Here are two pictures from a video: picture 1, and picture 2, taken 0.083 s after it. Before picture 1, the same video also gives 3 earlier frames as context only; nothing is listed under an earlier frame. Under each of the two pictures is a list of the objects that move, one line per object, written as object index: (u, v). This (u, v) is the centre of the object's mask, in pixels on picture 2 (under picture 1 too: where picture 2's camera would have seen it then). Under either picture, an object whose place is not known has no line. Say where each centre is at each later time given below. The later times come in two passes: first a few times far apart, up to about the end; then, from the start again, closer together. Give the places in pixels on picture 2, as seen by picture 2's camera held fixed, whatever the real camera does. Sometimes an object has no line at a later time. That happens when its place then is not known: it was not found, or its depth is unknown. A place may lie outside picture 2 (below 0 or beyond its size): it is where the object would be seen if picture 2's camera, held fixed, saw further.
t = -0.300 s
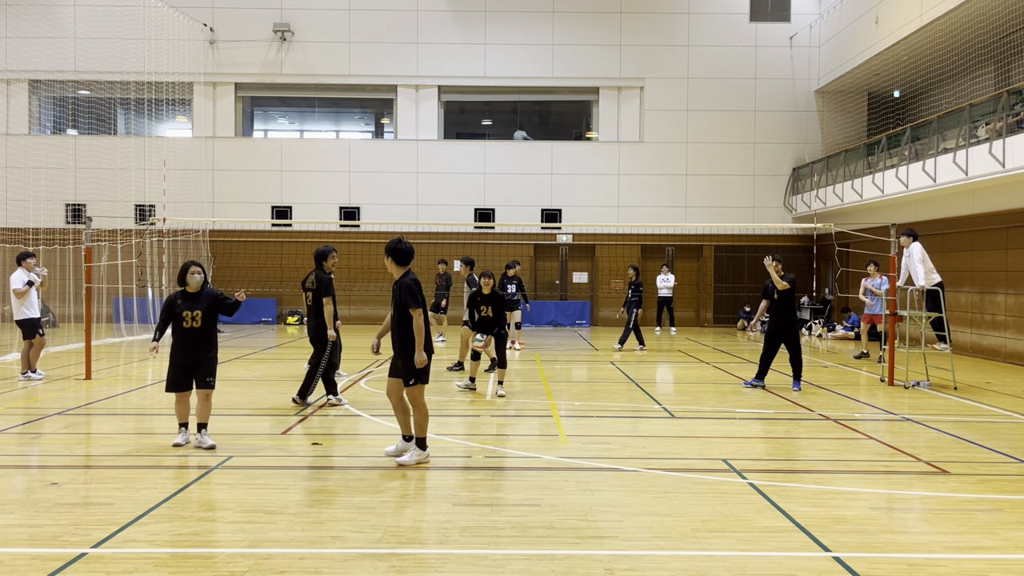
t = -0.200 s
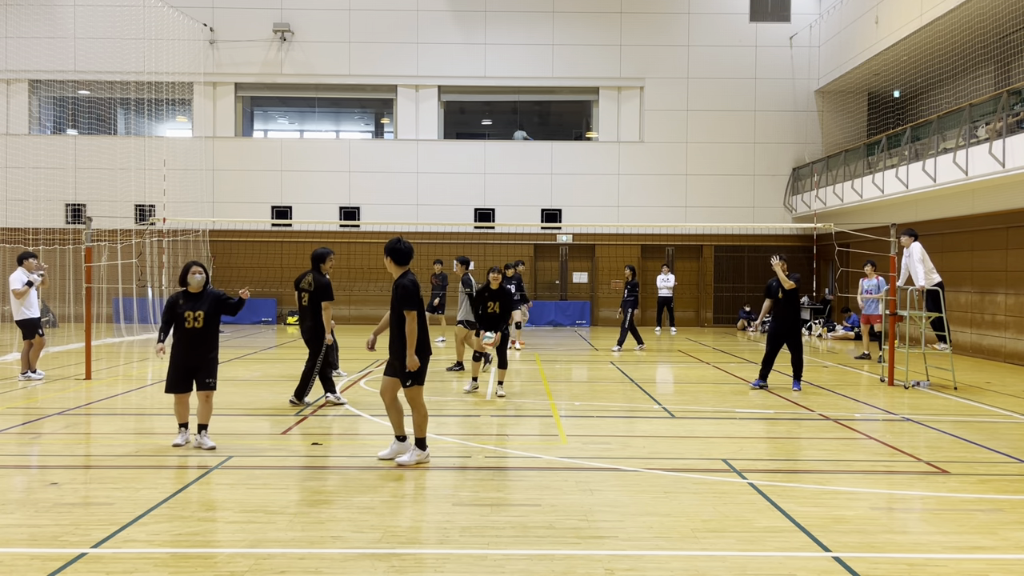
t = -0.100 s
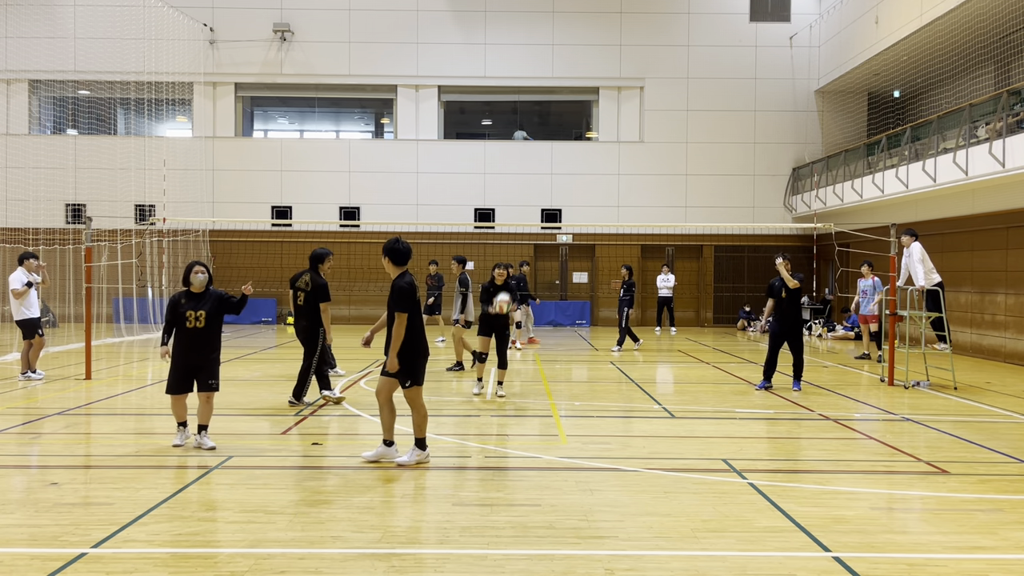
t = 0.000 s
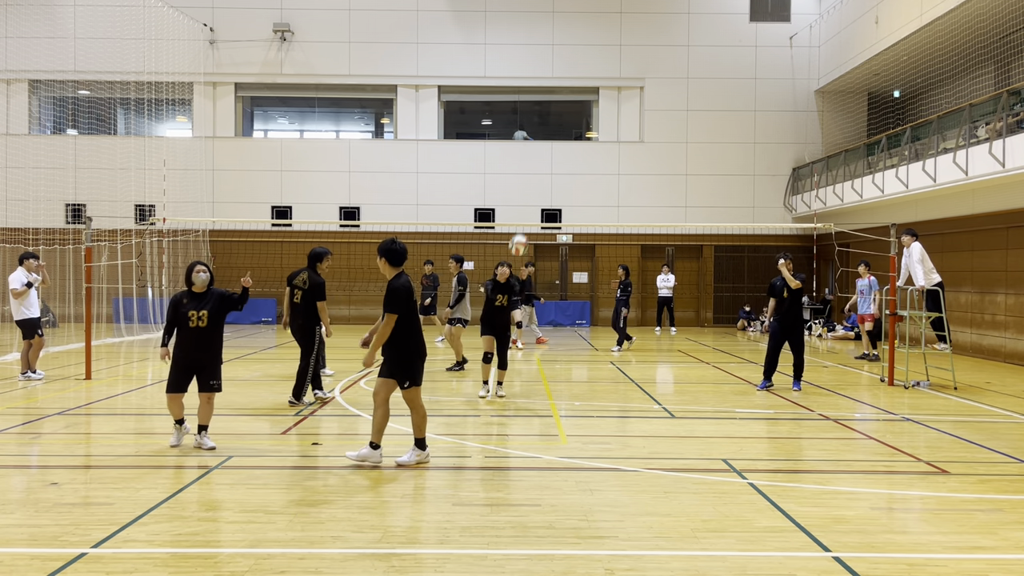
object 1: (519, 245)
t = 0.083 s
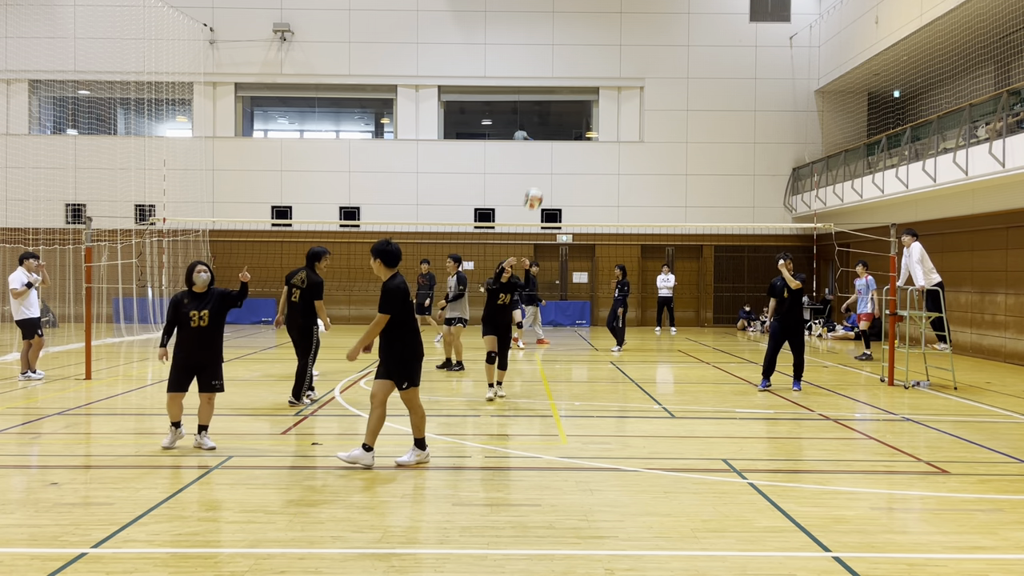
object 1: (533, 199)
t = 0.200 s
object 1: (554, 143)
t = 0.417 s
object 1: (602, 63)
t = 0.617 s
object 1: (656, 27)
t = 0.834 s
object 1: (729, 45)
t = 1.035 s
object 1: (815, 140)
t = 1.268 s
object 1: (948, 391)
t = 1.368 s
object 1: (1009, 561)
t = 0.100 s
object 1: (536, 191)
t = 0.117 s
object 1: (539, 182)
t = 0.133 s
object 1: (542, 174)
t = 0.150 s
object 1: (545, 166)
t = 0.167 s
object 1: (548, 158)
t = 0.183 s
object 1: (551, 150)
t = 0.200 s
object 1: (554, 143)
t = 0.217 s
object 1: (557, 135)
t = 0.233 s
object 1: (560, 128)
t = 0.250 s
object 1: (563, 122)
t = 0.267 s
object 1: (567, 114)
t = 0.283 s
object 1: (571, 108)
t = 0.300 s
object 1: (574, 102)
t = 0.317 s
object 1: (579, 96)
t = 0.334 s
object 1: (582, 90)
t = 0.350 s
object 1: (585, 84)
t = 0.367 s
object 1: (590, 78)
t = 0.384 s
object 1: (594, 73)
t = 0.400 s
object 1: (597, 68)
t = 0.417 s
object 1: (602, 63)
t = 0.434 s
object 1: (605, 58)
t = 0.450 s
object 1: (610, 54)
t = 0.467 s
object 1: (614, 50)
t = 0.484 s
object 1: (619, 46)
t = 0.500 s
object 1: (623, 43)
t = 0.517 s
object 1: (628, 39)
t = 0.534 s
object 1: (632, 37)
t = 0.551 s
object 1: (636, 34)
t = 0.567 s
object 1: (641, 32)
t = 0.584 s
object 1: (646, 30)
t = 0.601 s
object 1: (651, 28)
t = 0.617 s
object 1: (656, 27)
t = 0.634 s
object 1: (661, 26)
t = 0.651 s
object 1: (666, 26)
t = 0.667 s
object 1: (672, 25)
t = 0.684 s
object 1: (676, 25)
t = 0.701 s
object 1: (682, 26)
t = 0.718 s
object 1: (688, 27)
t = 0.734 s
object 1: (693, 28)
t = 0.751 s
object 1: (699, 30)
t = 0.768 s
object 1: (705, 32)
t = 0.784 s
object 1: (710, 34)
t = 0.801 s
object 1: (716, 37)
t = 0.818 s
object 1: (723, 41)
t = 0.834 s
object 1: (729, 45)
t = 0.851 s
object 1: (735, 49)
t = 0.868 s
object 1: (743, 55)
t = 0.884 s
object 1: (749, 61)
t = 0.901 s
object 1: (755, 66)
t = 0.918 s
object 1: (763, 74)
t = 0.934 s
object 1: (770, 81)
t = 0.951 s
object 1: (776, 88)
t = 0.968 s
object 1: (784, 98)
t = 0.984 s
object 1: (792, 107)
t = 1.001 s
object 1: (799, 117)
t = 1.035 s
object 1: (815, 140)
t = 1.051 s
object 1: (824, 152)
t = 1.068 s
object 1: (832, 165)
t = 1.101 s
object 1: (849, 193)
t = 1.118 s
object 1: (858, 210)
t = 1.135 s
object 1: (867, 227)
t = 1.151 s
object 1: (876, 244)
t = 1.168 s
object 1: (885, 261)
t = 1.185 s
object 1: (895, 282)
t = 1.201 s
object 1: (905, 302)
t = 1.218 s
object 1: (916, 323)
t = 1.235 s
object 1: (927, 345)
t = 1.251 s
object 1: (937, 368)
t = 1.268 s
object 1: (948, 391)
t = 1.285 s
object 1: (961, 421)
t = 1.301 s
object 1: (971, 446)
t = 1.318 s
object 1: (983, 474)
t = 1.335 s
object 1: (996, 508)
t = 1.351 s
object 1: (1004, 540)
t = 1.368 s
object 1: (1009, 561)
